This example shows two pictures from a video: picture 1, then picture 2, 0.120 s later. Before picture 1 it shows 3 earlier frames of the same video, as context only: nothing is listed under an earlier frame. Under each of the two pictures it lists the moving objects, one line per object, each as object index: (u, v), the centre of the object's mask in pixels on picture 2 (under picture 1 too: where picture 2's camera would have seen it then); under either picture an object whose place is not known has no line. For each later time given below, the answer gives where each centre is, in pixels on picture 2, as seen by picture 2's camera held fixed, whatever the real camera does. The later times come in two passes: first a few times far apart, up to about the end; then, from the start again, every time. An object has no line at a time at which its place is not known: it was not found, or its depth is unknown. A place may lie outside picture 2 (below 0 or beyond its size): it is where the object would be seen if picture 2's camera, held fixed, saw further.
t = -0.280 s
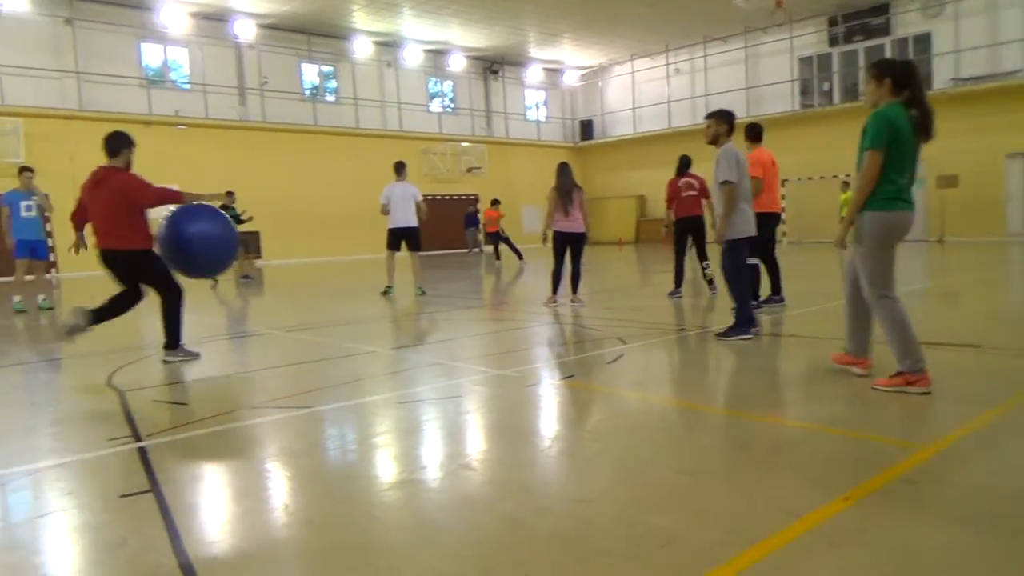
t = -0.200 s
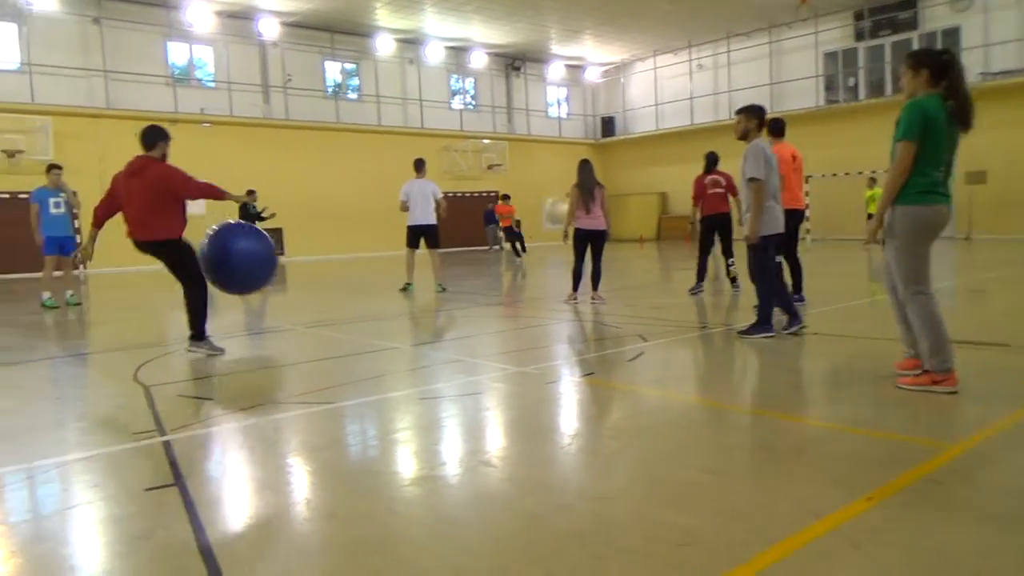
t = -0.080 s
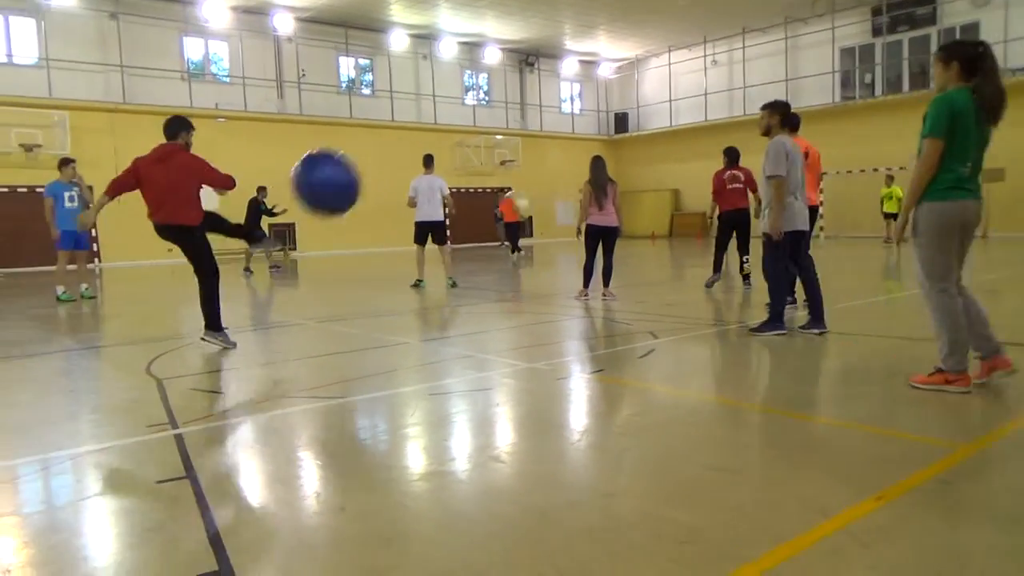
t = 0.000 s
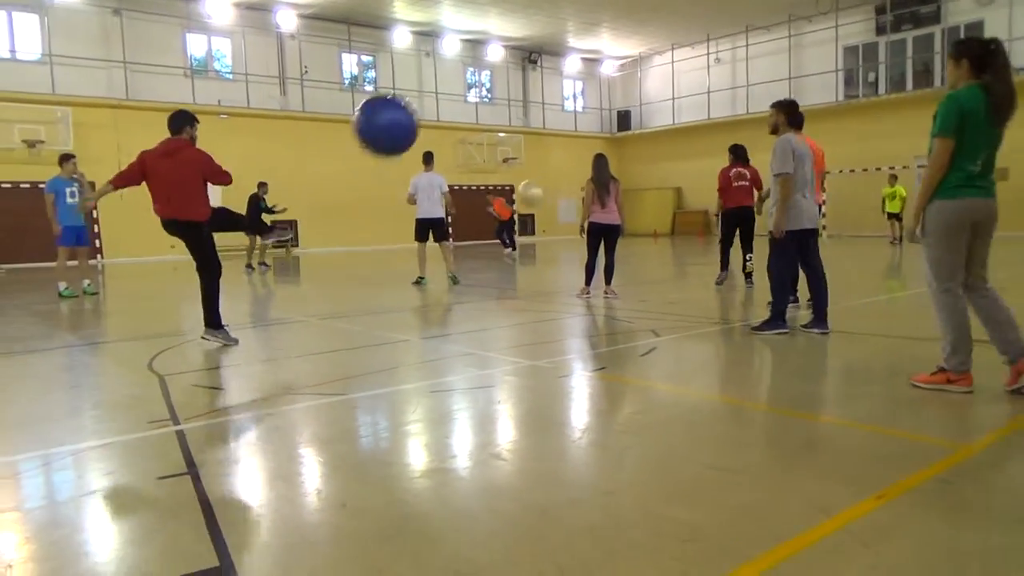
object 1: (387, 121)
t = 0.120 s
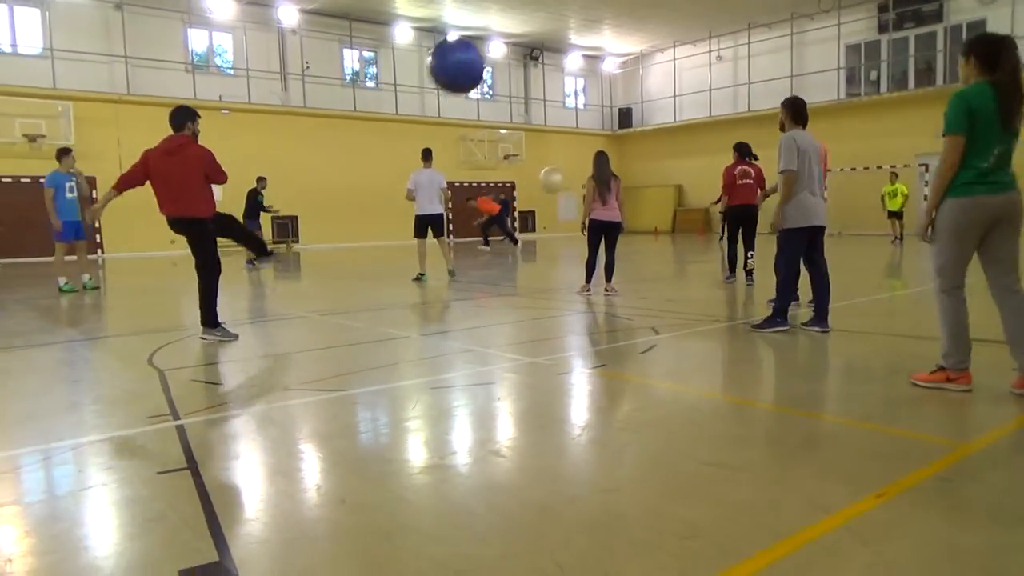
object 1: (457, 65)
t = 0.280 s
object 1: (524, 29)
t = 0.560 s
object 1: (600, 27)
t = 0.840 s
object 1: (646, 66)
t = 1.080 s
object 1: (671, 121)
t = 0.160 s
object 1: (477, 53)
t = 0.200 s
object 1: (493, 42)
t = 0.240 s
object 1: (509, 34)
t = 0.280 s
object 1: (524, 29)
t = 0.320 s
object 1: (538, 25)
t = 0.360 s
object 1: (551, 24)
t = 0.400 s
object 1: (562, 23)
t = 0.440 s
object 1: (573, 23)
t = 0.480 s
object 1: (583, 24)
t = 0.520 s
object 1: (592, 25)
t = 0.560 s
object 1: (600, 27)
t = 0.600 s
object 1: (609, 29)
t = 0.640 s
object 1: (616, 33)
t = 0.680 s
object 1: (623, 39)
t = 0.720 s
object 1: (629, 45)
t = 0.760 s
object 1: (635, 51)
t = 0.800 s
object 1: (641, 59)
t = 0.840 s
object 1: (646, 66)
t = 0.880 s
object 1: (650, 74)
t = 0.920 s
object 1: (655, 83)
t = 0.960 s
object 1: (659, 92)
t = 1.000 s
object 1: (663, 101)
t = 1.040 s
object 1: (667, 110)
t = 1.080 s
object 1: (671, 121)
